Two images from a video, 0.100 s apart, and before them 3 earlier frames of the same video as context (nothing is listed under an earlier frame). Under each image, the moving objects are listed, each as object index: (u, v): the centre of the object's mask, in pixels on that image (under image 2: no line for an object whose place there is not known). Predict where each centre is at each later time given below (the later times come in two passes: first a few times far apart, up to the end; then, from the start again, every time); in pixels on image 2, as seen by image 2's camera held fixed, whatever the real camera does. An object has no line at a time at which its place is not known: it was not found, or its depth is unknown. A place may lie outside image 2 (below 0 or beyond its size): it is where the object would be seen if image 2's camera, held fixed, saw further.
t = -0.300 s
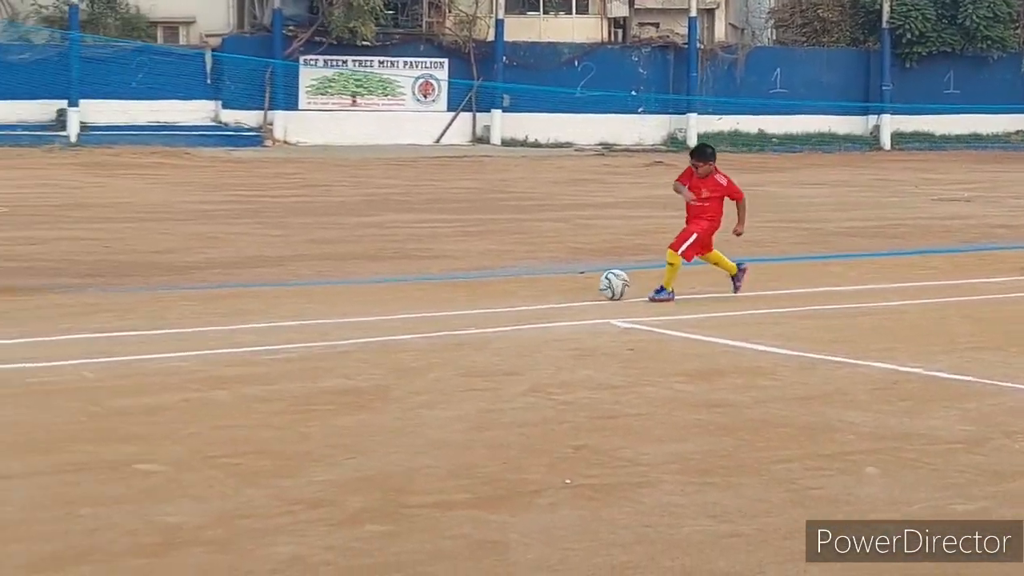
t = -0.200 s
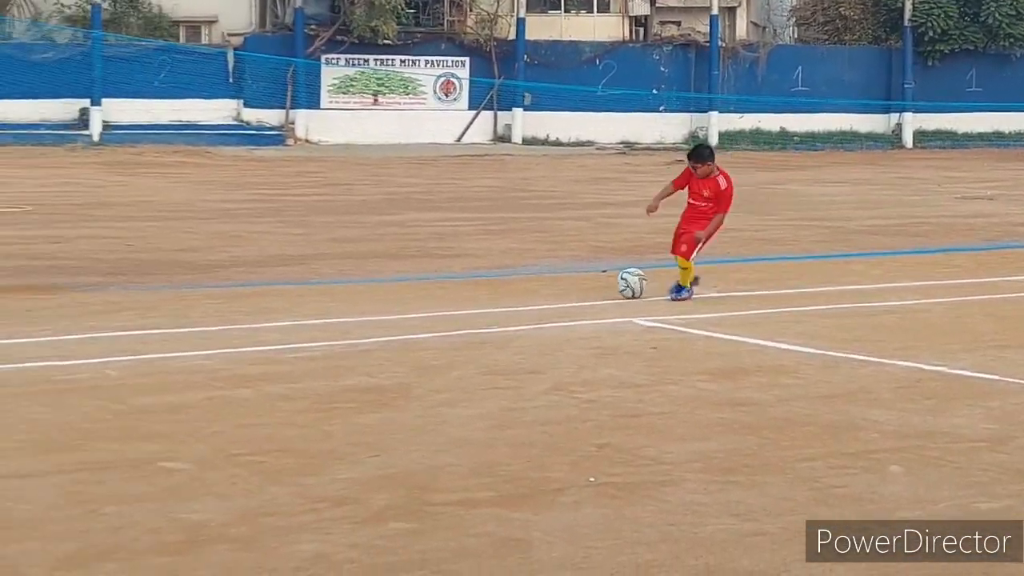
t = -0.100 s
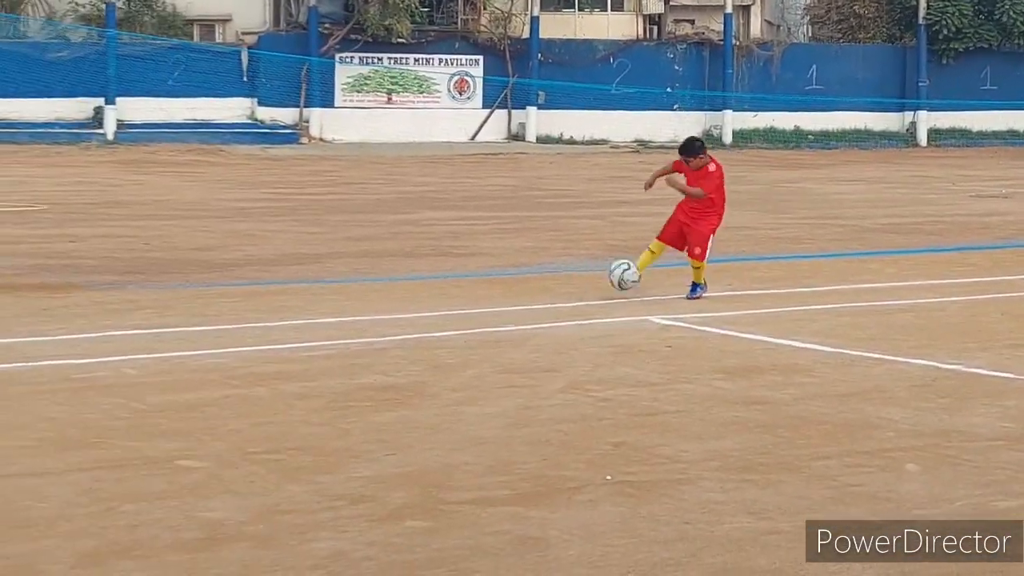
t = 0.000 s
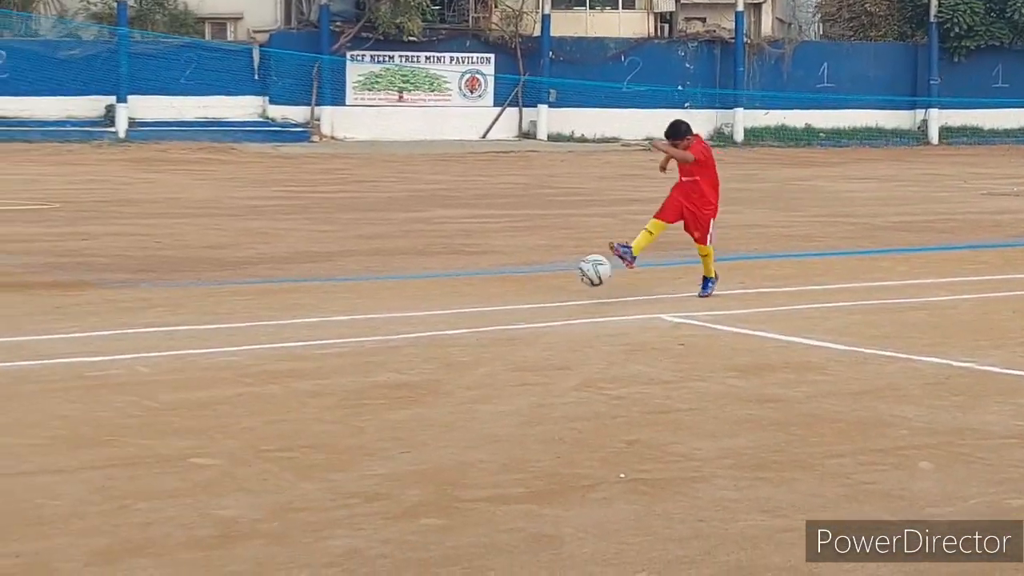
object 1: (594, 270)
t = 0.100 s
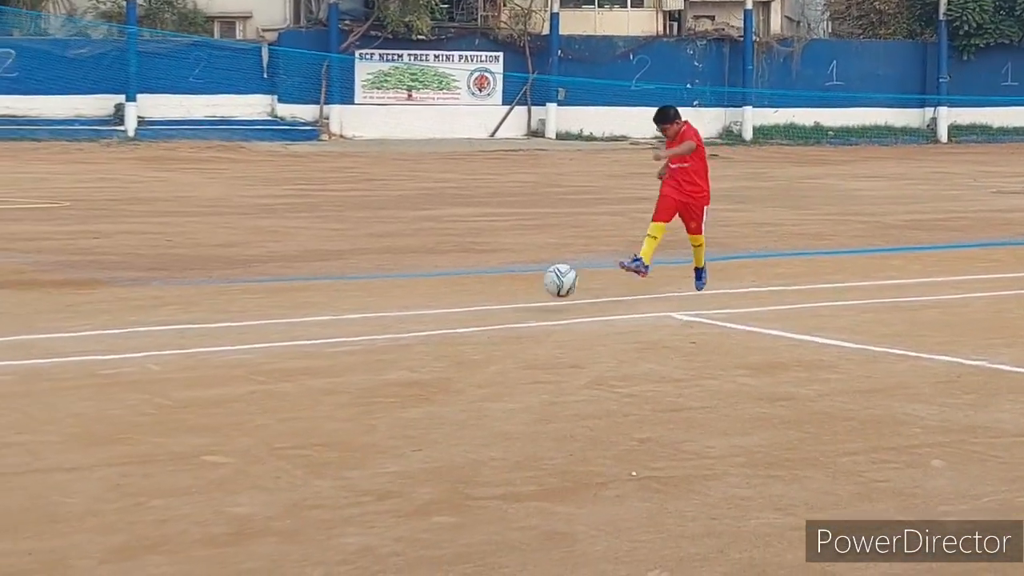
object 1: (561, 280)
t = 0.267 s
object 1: (495, 291)
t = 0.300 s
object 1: (483, 291)
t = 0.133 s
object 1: (546, 288)
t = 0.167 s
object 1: (531, 297)
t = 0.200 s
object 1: (518, 298)
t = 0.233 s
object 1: (507, 294)
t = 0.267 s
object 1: (495, 291)
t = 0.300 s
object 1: (483, 291)
